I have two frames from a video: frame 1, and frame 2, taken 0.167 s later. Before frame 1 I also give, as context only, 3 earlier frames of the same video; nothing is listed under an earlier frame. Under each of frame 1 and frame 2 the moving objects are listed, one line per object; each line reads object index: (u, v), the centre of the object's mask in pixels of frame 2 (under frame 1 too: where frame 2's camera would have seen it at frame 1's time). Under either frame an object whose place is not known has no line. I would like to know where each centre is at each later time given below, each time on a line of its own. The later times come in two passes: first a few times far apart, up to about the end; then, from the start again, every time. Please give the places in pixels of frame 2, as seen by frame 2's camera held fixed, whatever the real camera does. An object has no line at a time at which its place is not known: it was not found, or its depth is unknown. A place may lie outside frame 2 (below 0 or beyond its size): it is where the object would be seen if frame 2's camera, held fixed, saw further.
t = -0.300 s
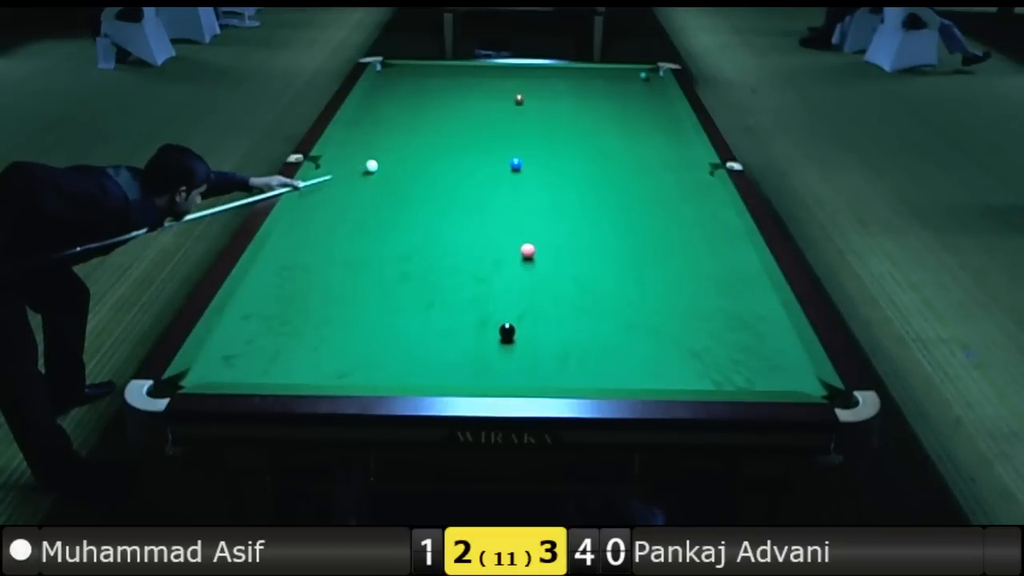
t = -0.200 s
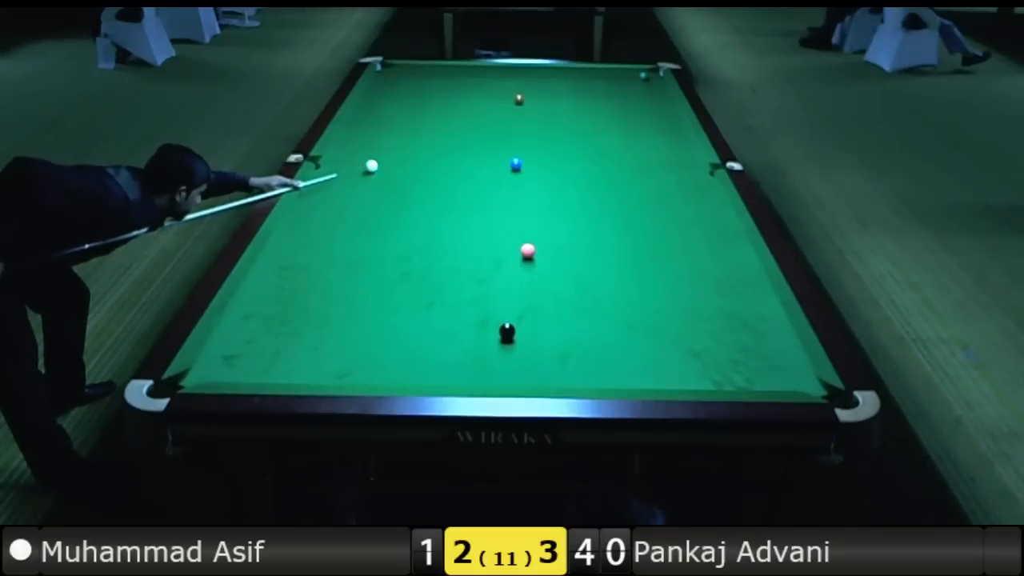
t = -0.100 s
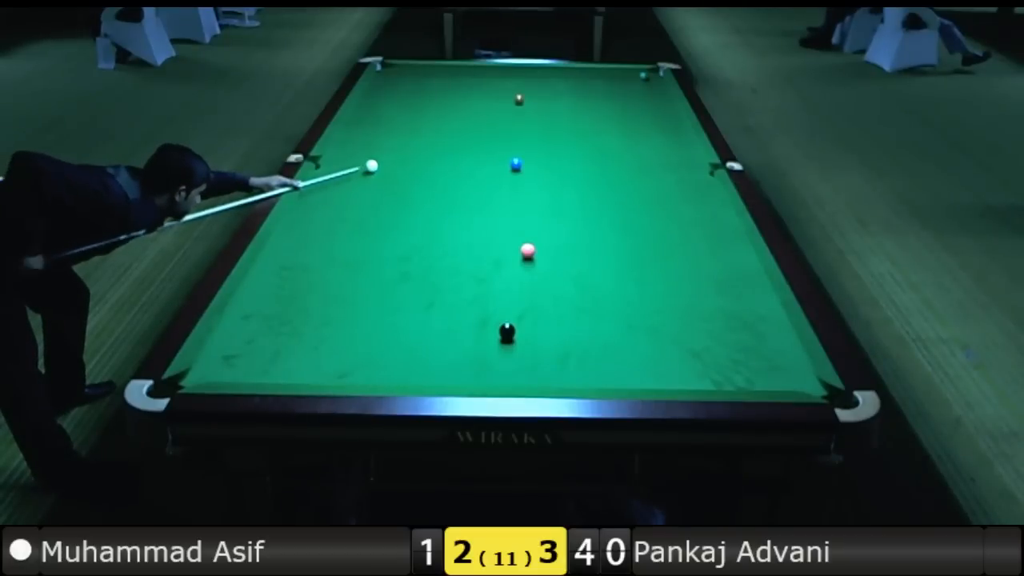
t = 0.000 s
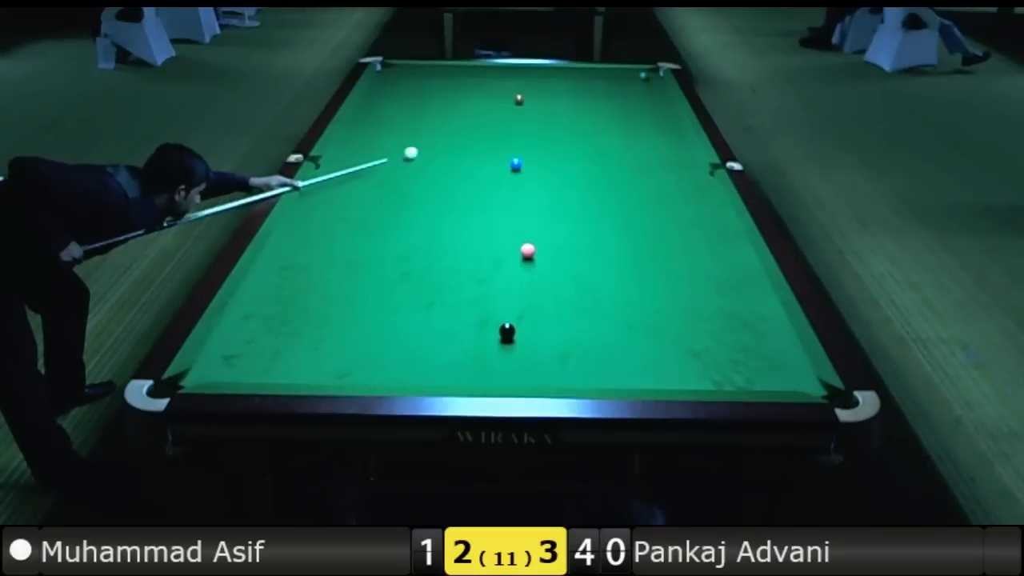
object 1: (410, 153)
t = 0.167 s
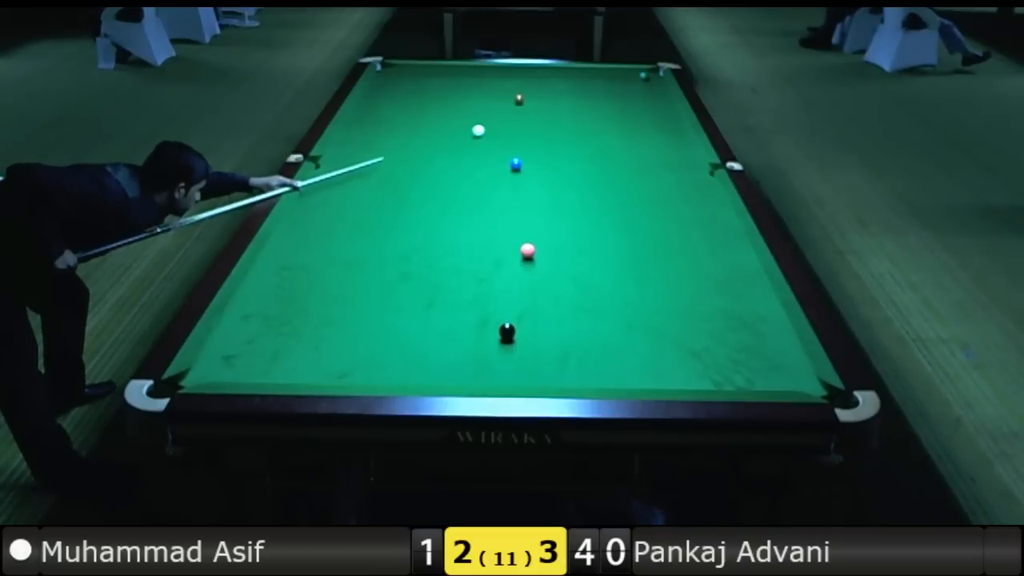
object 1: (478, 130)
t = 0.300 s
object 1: (524, 115)
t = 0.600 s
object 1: (613, 86)
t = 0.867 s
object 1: (656, 78)
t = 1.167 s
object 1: (638, 74)
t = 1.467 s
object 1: (617, 70)
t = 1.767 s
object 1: (600, 69)
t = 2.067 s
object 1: (587, 71)
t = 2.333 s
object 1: (576, 72)
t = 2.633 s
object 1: (564, 73)
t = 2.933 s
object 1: (553, 75)
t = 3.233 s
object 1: (544, 76)
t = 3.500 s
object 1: (536, 77)
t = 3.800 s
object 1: (528, 78)
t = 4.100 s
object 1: (521, 79)
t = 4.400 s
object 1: (516, 79)
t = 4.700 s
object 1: (511, 79)
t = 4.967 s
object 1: (508, 80)
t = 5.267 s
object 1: (507, 80)
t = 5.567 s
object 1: (506, 80)
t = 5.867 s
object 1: (506, 80)
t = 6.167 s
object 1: (506, 80)
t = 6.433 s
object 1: (506, 80)
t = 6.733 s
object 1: (506, 80)
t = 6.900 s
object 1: (506, 80)
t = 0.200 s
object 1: (490, 126)
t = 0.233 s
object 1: (502, 123)
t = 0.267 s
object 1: (513, 119)
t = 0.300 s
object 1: (524, 115)
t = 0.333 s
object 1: (535, 111)
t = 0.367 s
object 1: (546, 108)
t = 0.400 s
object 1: (556, 105)
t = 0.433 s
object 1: (566, 101)
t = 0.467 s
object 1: (576, 98)
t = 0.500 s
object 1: (586, 95)
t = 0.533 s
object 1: (595, 92)
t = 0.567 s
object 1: (604, 89)
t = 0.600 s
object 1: (613, 86)
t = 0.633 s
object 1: (621, 83)
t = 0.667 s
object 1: (630, 80)
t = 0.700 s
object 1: (638, 77)
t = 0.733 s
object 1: (643, 77)
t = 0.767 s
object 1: (645, 77)
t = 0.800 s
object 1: (649, 77)
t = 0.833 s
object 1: (652, 78)
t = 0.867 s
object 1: (656, 78)
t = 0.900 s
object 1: (659, 77)
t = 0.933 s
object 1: (657, 77)
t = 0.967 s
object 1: (654, 77)
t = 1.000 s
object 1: (651, 76)
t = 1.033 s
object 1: (648, 76)
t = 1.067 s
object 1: (646, 75)
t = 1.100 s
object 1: (643, 75)
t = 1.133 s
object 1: (641, 75)
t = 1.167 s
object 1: (638, 74)
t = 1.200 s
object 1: (636, 74)
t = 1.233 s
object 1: (633, 73)
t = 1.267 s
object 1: (631, 73)
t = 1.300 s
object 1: (629, 73)
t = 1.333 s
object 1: (626, 72)
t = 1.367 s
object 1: (624, 72)
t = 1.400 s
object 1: (622, 71)
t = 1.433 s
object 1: (620, 71)
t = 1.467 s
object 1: (617, 70)
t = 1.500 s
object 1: (615, 70)
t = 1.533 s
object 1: (613, 70)
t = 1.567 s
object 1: (611, 69)
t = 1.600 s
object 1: (609, 69)
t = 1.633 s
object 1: (607, 69)
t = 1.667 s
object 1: (605, 69)
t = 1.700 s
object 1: (604, 69)
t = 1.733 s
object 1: (602, 69)
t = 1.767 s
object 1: (600, 69)
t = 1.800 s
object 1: (599, 69)
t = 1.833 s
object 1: (597, 70)
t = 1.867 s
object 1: (596, 70)
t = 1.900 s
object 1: (594, 70)
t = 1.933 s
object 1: (593, 70)
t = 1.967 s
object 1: (591, 70)
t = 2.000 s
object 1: (590, 70)
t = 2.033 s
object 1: (588, 71)
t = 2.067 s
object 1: (587, 71)
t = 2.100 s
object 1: (586, 71)
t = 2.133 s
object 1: (584, 71)
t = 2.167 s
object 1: (583, 71)
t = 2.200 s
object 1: (581, 72)
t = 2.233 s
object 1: (580, 72)
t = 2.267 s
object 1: (579, 72)
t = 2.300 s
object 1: (577, 72)
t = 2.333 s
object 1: (576, 72)
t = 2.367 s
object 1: (574, 72)
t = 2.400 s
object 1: (573, 73)
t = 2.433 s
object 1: (572, 73)
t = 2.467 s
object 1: (570, 73)
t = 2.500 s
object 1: (569, 73)
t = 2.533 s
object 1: (568, 73)
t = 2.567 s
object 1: (567, 73)
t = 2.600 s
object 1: (565, 73)
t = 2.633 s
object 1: (564, 73)
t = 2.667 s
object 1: (563, 74)
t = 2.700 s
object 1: (562, 74)
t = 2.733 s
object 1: (560, 74)
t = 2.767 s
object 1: (559, 74)
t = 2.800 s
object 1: (558, 74)
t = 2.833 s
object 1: (557, 74)
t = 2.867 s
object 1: (556, 75)
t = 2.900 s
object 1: (554, 75)
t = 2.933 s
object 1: (553, 75)
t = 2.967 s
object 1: (552, 75)
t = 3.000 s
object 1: (551, 75)
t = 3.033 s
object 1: (550, 75)
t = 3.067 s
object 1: (549, 75)
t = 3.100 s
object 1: (548, 76)
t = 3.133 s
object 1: (547, 76)
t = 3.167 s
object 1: (546, 76)
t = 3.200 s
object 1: (545, 76)
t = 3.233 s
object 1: (544, 76)
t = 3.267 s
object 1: (543, 76)
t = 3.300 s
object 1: (542, 76)
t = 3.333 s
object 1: (541, 76)
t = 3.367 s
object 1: (540, 77)
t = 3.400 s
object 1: (539, 76)
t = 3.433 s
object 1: (538, 77)
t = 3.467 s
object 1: (537, 77)
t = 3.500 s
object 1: (536, 77)
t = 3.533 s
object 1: (535, 77)
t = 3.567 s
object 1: (534, 77)
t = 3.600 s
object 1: (533, 77)
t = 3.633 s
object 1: (532, 77)
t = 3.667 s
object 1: (531, 78)
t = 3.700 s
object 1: (530, 78)
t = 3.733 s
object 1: (530, 78)
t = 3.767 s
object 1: (529, 78)
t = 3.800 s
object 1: (528, 78)
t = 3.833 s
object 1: (527, 78)
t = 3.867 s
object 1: (526, 78)
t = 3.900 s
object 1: (526, 78)
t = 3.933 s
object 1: (525, 78)
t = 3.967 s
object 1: (524, 78)
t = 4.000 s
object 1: (523, 78)
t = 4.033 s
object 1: (523, 78)
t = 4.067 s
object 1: (522, 79)
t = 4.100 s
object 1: (521, 79)
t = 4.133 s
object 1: (520, 79)
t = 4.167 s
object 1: (520, 79)
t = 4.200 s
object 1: (519, 79)
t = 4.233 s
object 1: (518, 79)
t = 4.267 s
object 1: (518, 79)
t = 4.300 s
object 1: (517, 79)
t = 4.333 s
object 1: (517, 79)
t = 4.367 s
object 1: (516, 79)
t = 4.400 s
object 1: (516, 79)
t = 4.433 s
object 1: (515, 79)
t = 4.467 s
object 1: (514, 79)
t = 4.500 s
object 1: (514, 79)
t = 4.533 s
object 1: (513, 79)
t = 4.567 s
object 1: (513, 79)
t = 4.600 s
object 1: (513, 79)
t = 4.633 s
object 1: (512, 79)
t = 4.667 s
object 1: (511, 79)
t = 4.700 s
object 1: (511, 79)
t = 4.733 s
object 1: (511, 79)
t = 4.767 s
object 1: (510, 79)
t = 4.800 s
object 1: (510, 80)
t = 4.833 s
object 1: (510, 80)
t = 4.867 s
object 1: (509, 80)
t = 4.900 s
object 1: (509, 80)
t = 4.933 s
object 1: (509, 80)
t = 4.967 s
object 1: (508, 80)
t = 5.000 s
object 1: (508, 80)
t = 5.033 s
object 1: (508, 80)
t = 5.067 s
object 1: (508, 80)
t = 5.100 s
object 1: (508, 80)
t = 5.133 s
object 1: (507, 80)
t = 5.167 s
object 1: (507, 80)
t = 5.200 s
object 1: (507, 80)
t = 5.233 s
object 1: (507, 80)
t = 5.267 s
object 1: (507, 80)
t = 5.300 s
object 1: (506, 80)
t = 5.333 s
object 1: (506, 80)
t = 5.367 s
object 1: (506, 80)
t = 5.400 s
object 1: (506, 80)
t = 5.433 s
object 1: (506, 80)
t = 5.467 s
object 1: (506, 80)
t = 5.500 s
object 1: (506, 80)
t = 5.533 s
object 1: (506, 80)
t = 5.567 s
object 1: (506, 80)
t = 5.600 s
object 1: (506, 80)
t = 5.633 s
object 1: (506, 80)
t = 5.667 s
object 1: (506, 80)
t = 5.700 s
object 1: (506, 80)
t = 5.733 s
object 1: (506, 80)
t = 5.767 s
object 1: (506, 80)
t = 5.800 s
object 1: (506, 80)
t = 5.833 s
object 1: (506, 80)
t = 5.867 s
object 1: (506, 80)
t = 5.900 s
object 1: (506, 80)
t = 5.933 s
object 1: (506, 80)
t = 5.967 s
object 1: (506, 80)
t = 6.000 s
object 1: (506, 80)
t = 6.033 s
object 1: (506, 80)
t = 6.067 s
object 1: (506, 80)
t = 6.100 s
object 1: (506, 80)
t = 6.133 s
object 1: (506, 80)
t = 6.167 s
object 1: (506, 80)
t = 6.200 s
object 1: (506, 80)
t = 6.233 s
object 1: (506, 80)
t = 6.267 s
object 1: (506, 80)
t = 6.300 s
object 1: (506, 80)
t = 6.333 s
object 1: (506, 80)
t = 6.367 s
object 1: (506, 80)
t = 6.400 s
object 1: (506, 80)
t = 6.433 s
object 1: (506, 80)
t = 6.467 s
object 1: (506, 80)
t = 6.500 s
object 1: (506, 80)
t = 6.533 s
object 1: (506, 80)
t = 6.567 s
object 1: (506, 80)
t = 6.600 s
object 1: (506, 80)
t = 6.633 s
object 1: (506, 80)
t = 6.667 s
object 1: (506, 80)
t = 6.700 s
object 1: (506, 80)
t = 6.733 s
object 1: (506, 80)
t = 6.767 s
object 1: (506, 80)
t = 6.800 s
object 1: (506, 80)
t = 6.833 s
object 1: (506, 80)
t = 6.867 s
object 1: (506, 80)
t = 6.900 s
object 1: (506, 80)
